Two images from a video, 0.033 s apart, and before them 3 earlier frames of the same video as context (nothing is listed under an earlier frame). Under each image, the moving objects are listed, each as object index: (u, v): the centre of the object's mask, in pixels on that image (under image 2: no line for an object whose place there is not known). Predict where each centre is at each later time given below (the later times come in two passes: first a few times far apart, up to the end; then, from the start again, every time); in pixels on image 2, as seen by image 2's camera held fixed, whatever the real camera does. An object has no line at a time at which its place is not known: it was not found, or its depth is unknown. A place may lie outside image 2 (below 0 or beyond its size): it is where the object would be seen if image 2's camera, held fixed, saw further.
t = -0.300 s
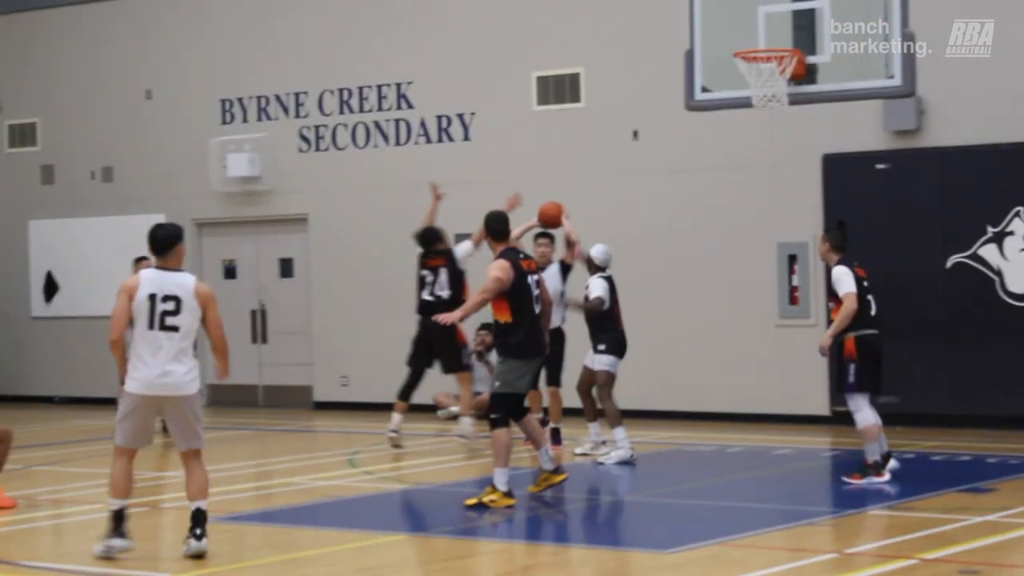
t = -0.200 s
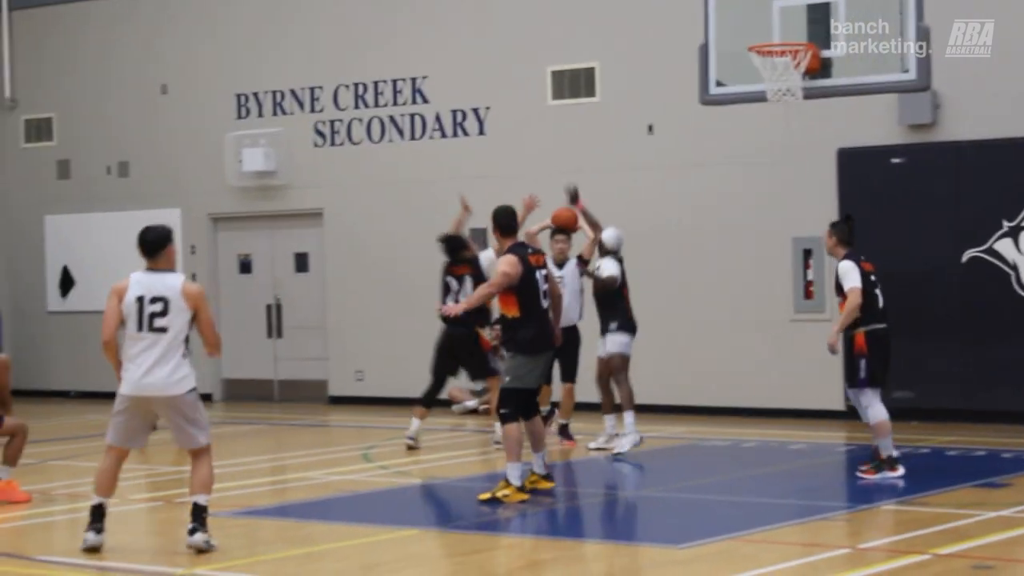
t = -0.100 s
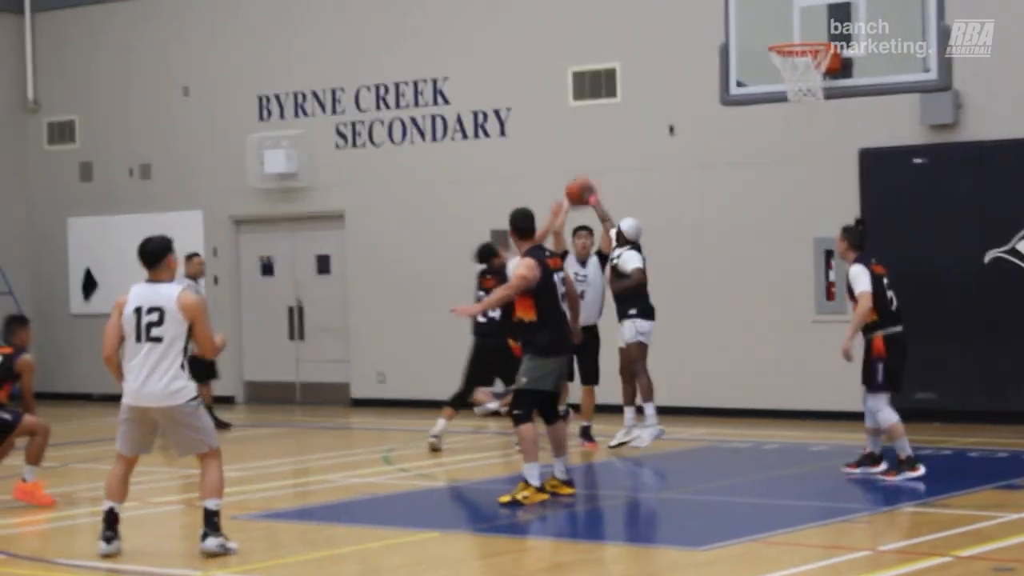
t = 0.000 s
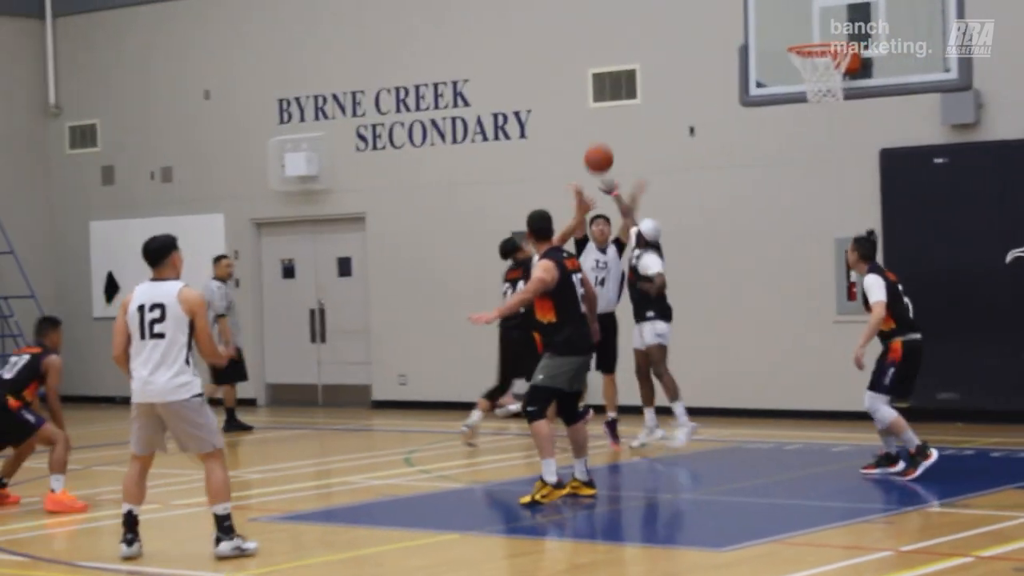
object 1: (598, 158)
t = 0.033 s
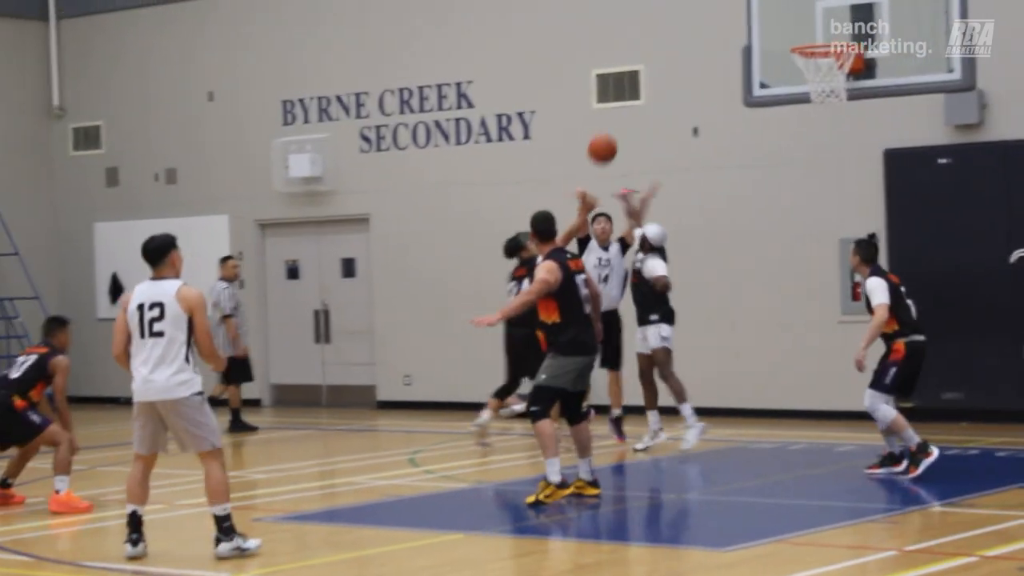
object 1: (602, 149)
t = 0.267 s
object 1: (604, 111)
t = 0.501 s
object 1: (609, 141)
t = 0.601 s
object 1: (614, 178)
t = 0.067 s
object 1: (602, 140)
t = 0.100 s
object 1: (602, 131)
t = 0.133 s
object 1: (602, 125)
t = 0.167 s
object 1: (602, 119)
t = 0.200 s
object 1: (603, 115)
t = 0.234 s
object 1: (603, 112)
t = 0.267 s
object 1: (604, 111)
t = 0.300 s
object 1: (605, 110)
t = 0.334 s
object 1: (605, 111)
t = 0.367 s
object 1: (606, 113)
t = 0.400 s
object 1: (606, 119)
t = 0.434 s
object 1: (607, 125)
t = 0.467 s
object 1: (608, 132)
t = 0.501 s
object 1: (609, 141)
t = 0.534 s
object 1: (610, 152)
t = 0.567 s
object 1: (612, 164)
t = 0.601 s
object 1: (614, 178)
